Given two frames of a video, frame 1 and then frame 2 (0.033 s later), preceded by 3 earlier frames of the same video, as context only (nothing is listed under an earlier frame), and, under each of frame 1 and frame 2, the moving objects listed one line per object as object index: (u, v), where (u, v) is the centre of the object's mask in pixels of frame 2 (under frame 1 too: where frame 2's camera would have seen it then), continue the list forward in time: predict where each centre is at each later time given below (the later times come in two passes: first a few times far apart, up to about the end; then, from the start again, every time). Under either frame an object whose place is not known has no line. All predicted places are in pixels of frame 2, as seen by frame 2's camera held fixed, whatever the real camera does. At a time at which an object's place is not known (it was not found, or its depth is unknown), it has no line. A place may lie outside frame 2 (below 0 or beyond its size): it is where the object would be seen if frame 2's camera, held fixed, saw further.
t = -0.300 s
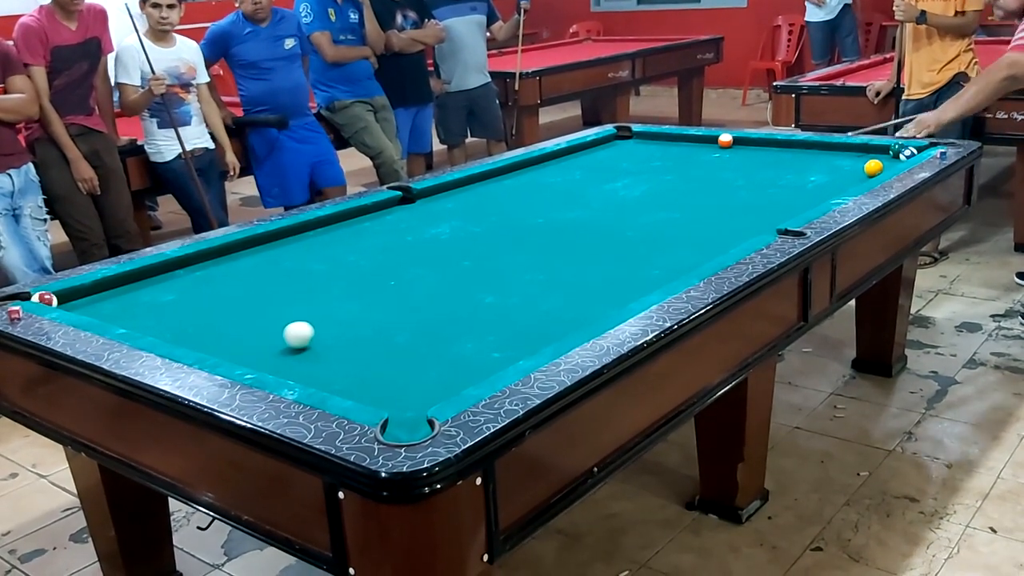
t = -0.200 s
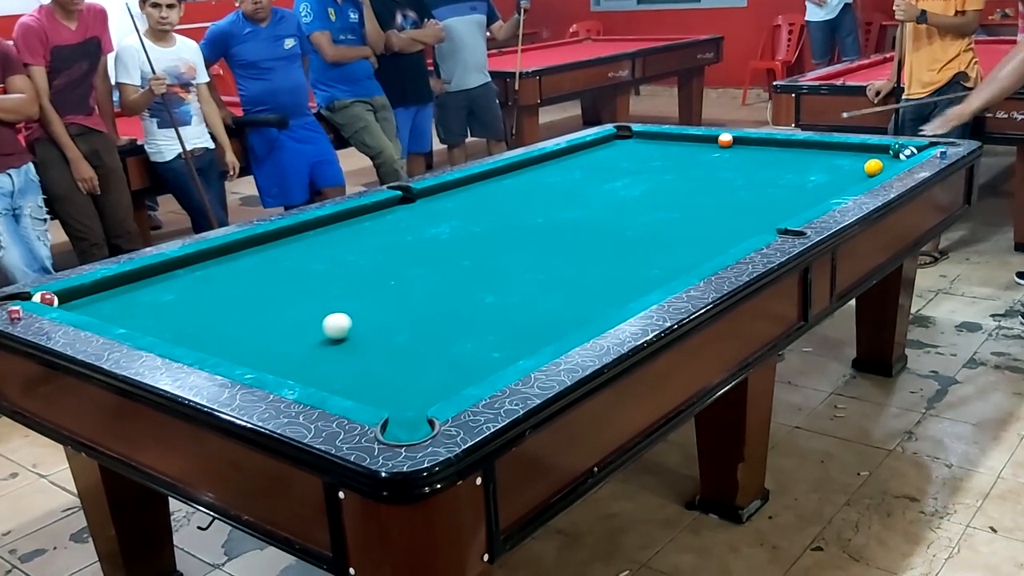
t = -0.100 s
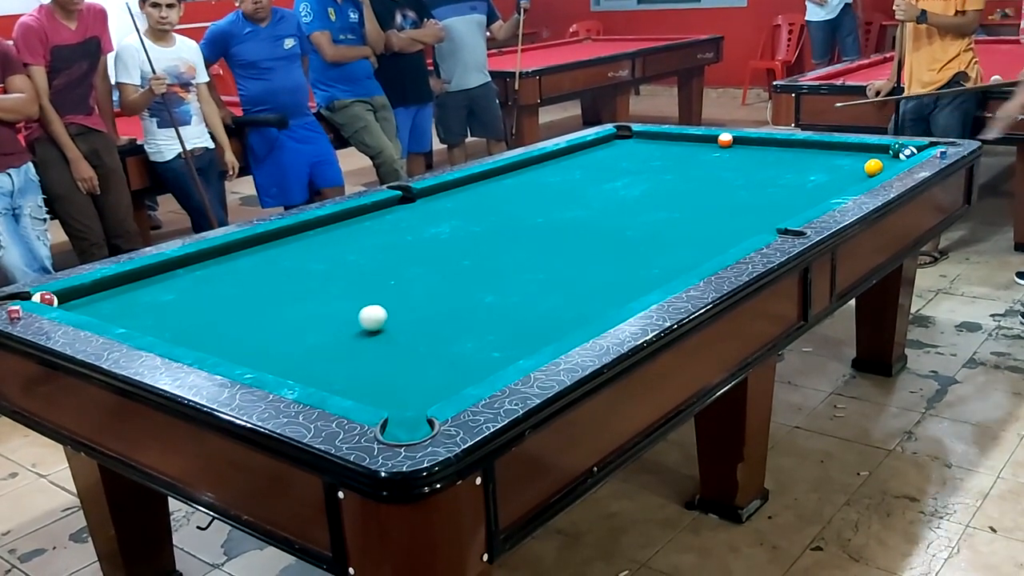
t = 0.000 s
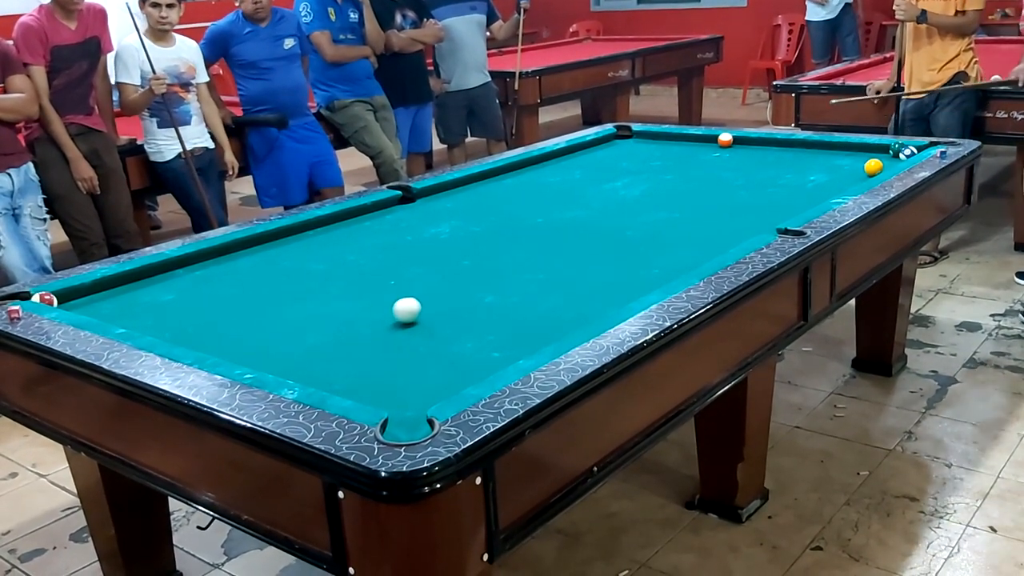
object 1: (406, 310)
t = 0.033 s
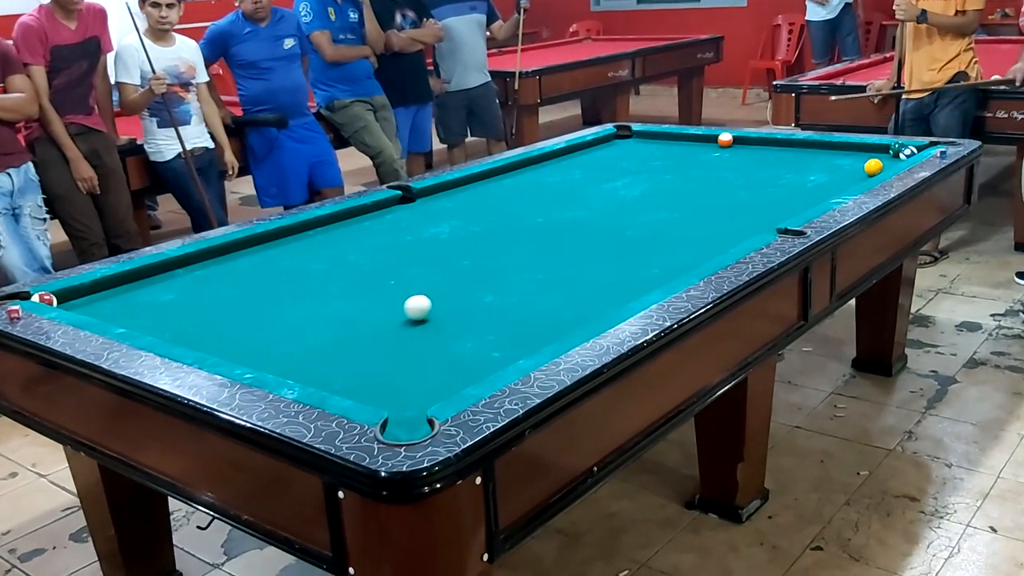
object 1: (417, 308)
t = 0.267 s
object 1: (488, 293)
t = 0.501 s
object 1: (552, 279)
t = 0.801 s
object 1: (624, 263)
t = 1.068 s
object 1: (680, 250)
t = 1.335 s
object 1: (728, 239)
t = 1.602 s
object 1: (765, 227)
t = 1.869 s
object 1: (765, 222)
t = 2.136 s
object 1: (766, 216)
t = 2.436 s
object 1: (767, 211)
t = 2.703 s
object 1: (768, 207)
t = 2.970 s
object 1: (768, 205)
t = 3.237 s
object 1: (769, 203)
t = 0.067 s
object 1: (428, 306)
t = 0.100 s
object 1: (438, 303)
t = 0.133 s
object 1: (449, 301)
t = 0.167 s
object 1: (459, 299)
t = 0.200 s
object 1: (469, 297)
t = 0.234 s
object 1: (479, 295)
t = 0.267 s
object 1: (488, 293)
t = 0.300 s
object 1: (498, 291)
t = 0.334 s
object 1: (507, 288)
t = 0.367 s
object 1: (516, 287)
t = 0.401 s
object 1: (525, 285)
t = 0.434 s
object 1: (534, 283)
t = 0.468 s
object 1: (543, 281)
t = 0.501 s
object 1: (552, 279)
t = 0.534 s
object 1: (561, 277)
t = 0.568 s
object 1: (569, 275)
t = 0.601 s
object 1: (577, 273)
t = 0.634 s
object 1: (585, 272)
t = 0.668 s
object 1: (593, 270)
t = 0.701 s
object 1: (601, 268)
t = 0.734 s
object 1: (609, 266)
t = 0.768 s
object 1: (617, 265)
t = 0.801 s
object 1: (624, 263)
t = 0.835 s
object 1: (632, 261)
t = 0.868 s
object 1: (639, 260)
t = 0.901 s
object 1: (646, 258)
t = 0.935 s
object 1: (653, 257)
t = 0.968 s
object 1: (660, 255)
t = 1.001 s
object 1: (667, 254)
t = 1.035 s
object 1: (674, 252)
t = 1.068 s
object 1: (680, 250)
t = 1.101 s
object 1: (686, 249)
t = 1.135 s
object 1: (693, 248)
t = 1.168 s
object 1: (699, 246)
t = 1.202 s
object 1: (705, 245)
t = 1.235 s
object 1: (711, 244)
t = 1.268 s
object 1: (717, 242)
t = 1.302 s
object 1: (723, 241)
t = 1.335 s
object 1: (728, 239)
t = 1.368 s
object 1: (734, 237)
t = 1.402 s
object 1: (739, 235)
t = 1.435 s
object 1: (745, 233)
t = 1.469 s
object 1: (750, 232)
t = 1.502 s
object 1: (756, 230)
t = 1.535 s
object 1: (761, 229)
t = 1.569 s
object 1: (765, 228)
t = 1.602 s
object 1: (765, 227)
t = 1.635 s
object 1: (765, 227)
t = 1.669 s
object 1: (765, 226)
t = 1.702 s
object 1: (765, 225)
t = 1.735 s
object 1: (765, 225)
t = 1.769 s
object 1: (765, 224)
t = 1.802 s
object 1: (765, 224)
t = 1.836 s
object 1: (765, 223)
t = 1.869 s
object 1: (765, 222)
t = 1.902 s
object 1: (765, 221)
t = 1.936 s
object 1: (765, 221)
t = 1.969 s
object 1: (765, 220)
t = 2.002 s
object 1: (765, 219)
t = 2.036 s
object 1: (765, 219)
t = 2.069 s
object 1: (765, 218)
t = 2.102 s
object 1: (766, 217)
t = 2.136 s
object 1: (766, 216)
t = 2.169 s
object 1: (766, 216)
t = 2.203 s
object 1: (766, 215)
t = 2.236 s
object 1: (766, 215)
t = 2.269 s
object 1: (766, 214)
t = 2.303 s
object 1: (766, 213)
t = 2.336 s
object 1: (766, 213)
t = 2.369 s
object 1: (766, 212)
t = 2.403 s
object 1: (767, 212)
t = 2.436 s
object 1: (767, 211)
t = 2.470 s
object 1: (766, 211)
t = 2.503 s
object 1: (767, 210)
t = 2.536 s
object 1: (767, 210)
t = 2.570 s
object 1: (767, 209)
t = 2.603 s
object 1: (768, 209)
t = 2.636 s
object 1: (767, 208)
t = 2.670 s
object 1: (768, 208)
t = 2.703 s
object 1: (768, 207)
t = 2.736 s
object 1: (768, 207)
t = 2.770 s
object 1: (768, 207)
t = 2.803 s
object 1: (768, 206)
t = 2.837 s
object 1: (768, 206)
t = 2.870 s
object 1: (768, 206)
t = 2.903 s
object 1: (768, 206)
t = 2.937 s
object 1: (768, 205)
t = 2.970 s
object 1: (768, 205)
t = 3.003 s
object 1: (768, 205)
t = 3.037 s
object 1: (768, 204)
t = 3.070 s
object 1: (769, 204)
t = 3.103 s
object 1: (769, 204)
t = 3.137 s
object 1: (768, 204)
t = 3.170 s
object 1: (769, 204)
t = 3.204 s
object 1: (768, 203)
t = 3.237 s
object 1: (769, 203)
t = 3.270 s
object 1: (769, 203)
